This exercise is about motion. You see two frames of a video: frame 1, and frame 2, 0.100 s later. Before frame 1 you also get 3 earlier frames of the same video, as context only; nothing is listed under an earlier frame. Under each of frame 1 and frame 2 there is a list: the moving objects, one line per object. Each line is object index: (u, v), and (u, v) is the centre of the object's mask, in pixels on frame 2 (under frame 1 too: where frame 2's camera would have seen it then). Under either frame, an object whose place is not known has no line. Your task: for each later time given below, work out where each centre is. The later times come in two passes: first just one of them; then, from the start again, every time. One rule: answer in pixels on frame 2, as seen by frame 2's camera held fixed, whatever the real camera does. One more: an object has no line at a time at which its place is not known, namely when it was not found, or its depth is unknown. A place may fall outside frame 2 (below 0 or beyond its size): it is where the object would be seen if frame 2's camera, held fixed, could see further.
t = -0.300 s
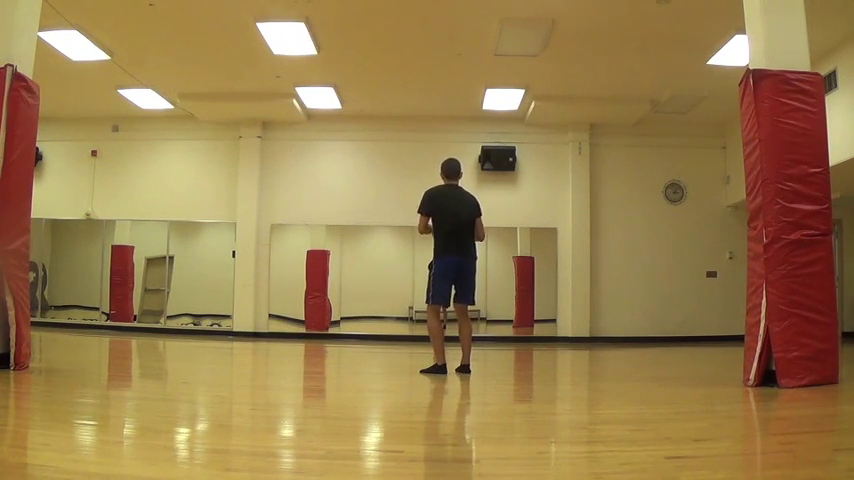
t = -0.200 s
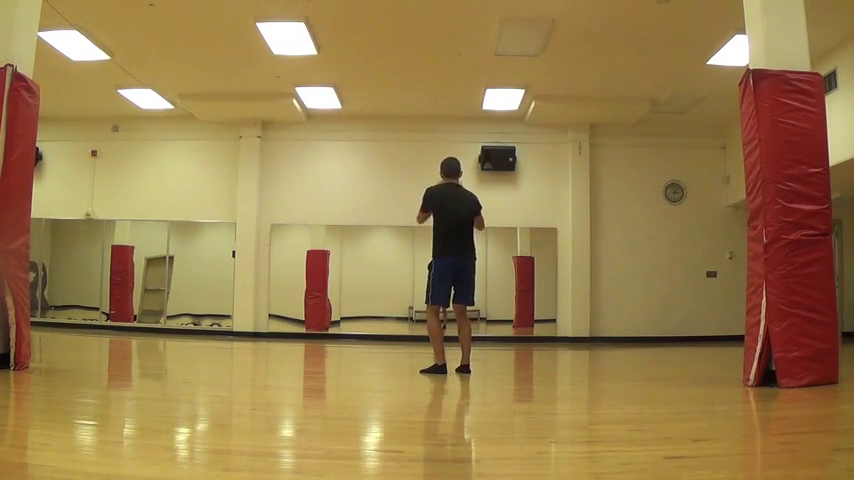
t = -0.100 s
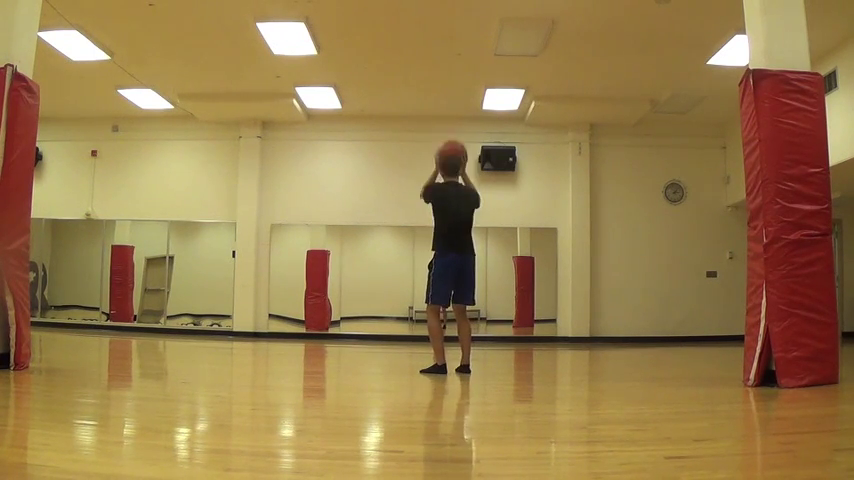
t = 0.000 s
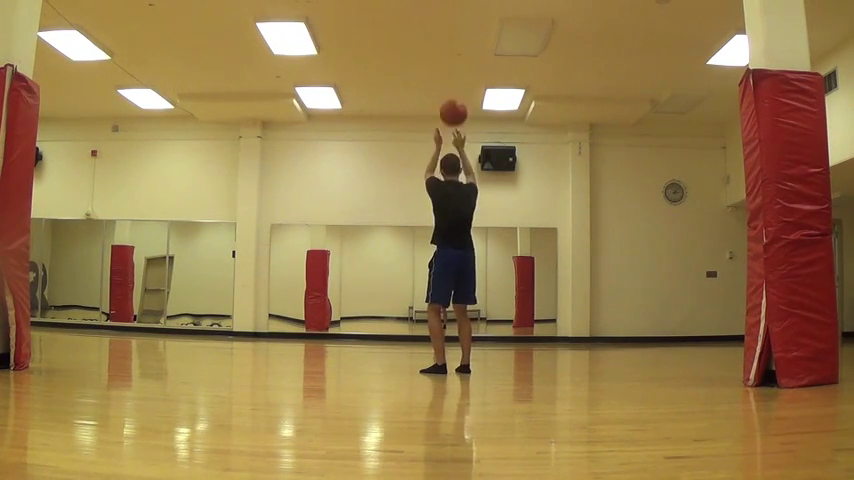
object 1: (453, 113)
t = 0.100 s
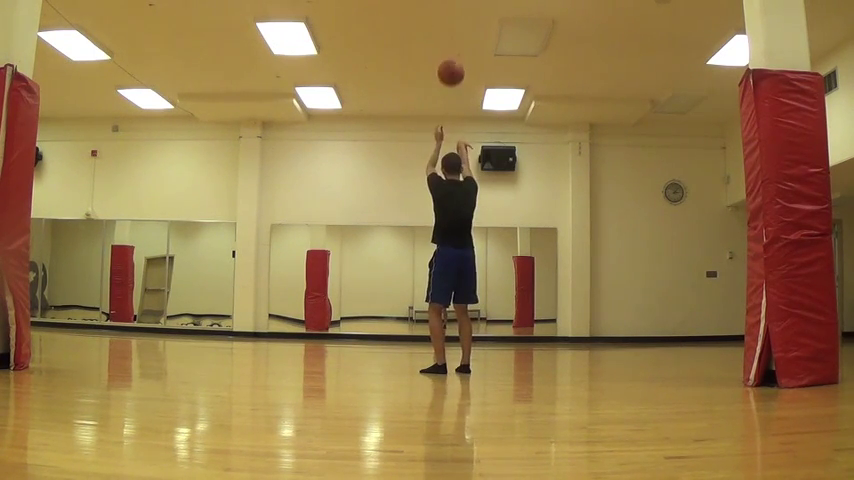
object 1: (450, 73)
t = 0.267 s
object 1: (446, 32)
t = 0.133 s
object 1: (449, 62)
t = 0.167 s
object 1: (448, 53)
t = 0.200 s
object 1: (448, 44)
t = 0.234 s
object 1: (447, 37)
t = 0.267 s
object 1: (446, 32)
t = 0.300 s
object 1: (446, 27)
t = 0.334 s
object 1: (445, 24)
